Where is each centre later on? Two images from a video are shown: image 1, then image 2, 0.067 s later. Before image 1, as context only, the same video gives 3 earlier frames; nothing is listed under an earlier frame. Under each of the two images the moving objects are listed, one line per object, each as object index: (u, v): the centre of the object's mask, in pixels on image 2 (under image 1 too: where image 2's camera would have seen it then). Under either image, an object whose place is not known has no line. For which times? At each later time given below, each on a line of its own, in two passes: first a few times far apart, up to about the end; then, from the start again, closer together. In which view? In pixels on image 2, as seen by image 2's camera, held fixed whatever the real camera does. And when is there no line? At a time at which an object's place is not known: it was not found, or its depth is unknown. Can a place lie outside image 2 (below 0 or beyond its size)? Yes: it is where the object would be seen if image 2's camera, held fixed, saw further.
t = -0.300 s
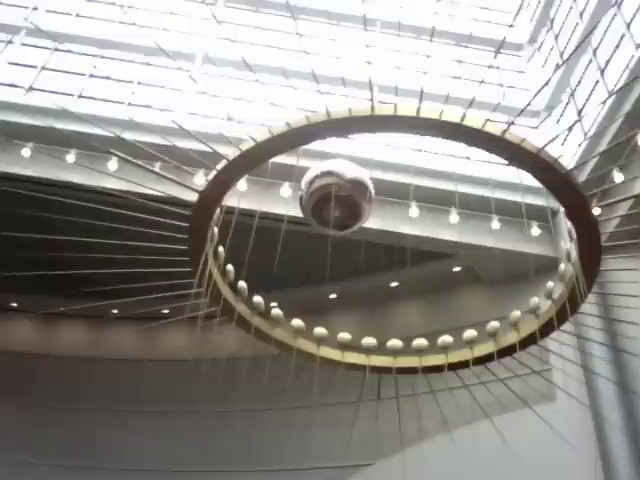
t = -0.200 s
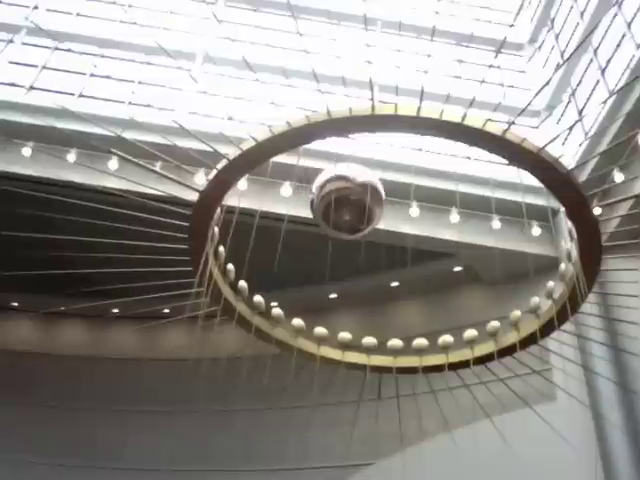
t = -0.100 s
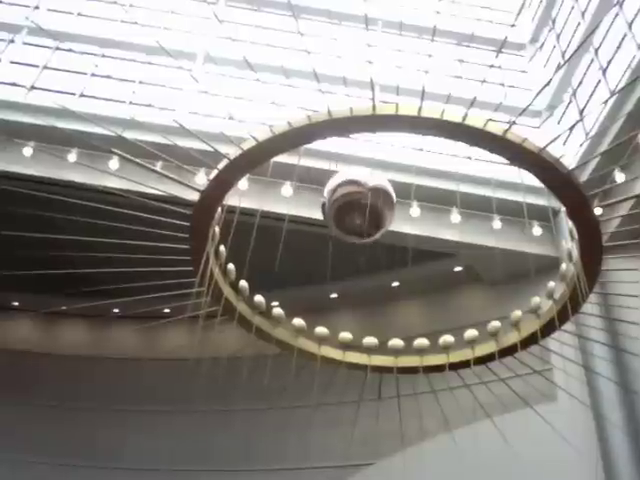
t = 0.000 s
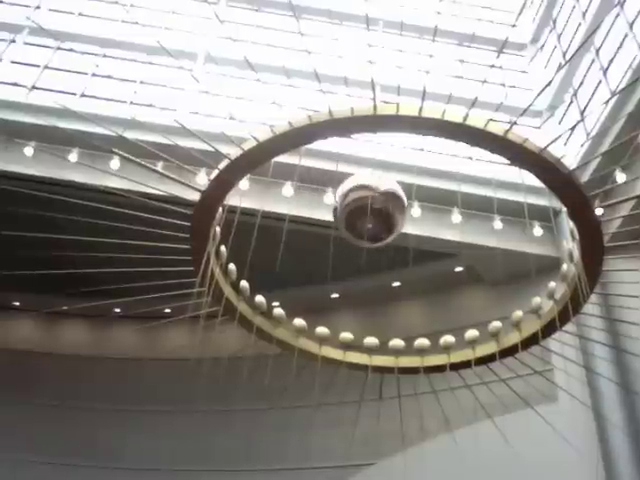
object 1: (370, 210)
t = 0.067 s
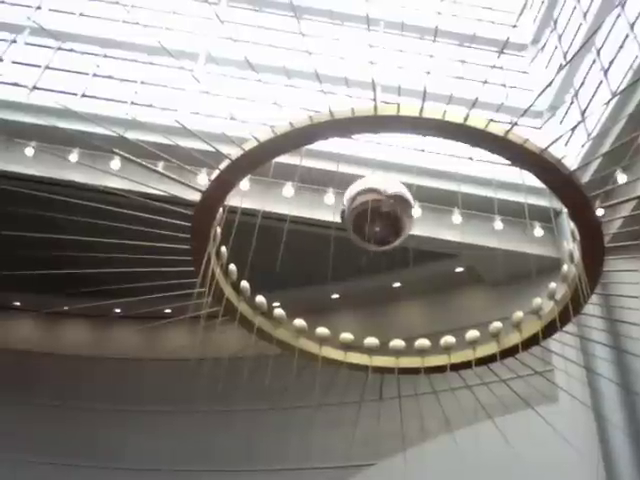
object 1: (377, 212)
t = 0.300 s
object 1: (402, 222)
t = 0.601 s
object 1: (432, 233)
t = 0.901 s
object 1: (460, 244)
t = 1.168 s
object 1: (481, 251)
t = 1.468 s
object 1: (501, 256)
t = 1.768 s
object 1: (516, 261)
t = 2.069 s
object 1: (527, 264)
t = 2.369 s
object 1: (529, 265)
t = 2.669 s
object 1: (529, 265)
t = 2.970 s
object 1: (526, 264)
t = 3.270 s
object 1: (516, 261)
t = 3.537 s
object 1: (503, 257)
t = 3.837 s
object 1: (482, 251)
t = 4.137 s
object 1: (457, 244)
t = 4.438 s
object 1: (429, 234)
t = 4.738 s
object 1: (399, 222)
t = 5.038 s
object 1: (367, 210)
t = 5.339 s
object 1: (335, 197)
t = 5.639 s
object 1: (305, 184)
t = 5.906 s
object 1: (285, 180)
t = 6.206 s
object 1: (268, 178)
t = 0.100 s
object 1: (381, 214)
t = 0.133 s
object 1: (384, 215)
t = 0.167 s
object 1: (388, 217)
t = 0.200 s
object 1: (391, 218)
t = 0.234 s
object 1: (395, 219)
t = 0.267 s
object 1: (398, 221)
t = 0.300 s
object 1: (402, 222)
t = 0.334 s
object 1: (405, 223)
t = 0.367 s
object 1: (408, 225)
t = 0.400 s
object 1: (412, 226)
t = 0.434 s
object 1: (415, 227)
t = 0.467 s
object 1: (418, 229)
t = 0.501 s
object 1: (422, 230)
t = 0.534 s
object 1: (425, 231)
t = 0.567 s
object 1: (429, 232)
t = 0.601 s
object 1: (432, 233)
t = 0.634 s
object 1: (435, 235)
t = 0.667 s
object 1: (438, 235)
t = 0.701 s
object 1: (441, 237)
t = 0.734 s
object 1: (445, 238)
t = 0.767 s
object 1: (448, 239)
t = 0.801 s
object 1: (451, 240)
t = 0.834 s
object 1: (454, 241)
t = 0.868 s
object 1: (457, 242)
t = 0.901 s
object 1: (460, 244)
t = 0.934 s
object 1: (463, 245)
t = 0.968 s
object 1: (466, 246)
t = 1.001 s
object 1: (468, 246)
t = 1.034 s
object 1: (471, 247)
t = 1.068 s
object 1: (474, 248)
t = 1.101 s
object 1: (476, 249)
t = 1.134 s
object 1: (479, 250)
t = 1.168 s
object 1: (481, 251)
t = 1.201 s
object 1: (484, 252)
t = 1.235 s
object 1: (487, 252)
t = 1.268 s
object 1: (488, 253)
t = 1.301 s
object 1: (491, 254)
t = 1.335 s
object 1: (493, 255)
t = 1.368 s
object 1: (495, 255)
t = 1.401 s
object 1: (498, 255)
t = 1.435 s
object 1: (500, 256)
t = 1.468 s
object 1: (501, 256)
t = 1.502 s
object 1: (504, 258)
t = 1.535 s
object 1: (505, 258)
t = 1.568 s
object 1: (506, 258)
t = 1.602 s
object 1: (508, 259)
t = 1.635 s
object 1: (510, 260)
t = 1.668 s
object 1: (512, 260)
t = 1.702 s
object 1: (514, 261)
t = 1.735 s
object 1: (515, 261)
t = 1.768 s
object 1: (516, 261)
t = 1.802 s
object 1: (517, 262)
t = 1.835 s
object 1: (519, 262)
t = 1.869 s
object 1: (521, 262)
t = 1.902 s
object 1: (522, 263)
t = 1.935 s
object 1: (523, 263)
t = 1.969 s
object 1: (524, 263)
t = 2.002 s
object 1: (526, 263)
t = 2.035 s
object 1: (526, 264)
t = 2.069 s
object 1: (527, 264)
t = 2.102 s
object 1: (527, 264)
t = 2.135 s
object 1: (527, 264)
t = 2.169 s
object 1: (529, 264)
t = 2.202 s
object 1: (529, 264)
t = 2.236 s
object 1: (529, 265)
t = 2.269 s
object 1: (529, 265)
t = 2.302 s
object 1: (529, 265)
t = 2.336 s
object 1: (529, 264)
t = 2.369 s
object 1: (529, 265)
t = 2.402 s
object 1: (530, 265)
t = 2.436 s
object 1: (530, 265)
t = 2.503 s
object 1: (529, 265)
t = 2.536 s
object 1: (529, 265)
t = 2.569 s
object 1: (529, 265)
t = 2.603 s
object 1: (529, 265)
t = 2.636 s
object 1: (529, 265)
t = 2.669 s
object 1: (529, 265)
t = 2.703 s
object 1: (529, 265)
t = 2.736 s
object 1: (528, 265)
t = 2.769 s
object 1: (528, 264)
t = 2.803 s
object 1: (528, 264)
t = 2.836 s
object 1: (528, 264)
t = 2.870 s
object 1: (527, 264)
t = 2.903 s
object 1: (527, 264)
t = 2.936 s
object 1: (526, 264)
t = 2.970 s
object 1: (526, 264)
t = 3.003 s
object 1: (525, 264)
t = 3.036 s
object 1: (524, 264)
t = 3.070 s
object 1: (523, 264)
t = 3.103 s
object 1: (522, 263)
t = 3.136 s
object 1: (521, 263)
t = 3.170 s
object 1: (519, 262)
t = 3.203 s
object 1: (517, 262)
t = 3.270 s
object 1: (516, 261)
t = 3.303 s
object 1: (514, 260)
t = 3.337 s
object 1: (513, 260)
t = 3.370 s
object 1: (512, 259)
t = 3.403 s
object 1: (509, 259)
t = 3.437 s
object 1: (508, 259)
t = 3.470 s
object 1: (507, 259)
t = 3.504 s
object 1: (505, 258)
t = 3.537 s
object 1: (503, 257)
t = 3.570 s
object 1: (501, 257)
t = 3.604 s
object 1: (498, 256)
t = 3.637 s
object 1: (496, 255)
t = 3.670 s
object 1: (494, 255)
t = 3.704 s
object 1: (491, 255)
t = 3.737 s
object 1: (488, 254)
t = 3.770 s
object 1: (487, 252)
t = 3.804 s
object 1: (485, 252)
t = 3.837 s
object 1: (482, 251)
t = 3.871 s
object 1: (479, 250)
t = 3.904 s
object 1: (477, 250)
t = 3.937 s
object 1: (474, 249)
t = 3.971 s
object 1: (471, 247)
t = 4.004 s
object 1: (469, 247)
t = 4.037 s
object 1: (466, 246)
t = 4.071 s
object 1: (463, 245)
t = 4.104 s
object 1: (460, 244)
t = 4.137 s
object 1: (457, 244)
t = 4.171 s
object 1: (455, 243)
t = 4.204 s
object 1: (451, 241)
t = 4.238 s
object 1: (448, 240)
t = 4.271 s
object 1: (445, 239)
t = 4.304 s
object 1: (442, 238)
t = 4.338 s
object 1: (439, 237)
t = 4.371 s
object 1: (435, 236)
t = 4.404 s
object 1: (432, 235)
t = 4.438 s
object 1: (429, 234)
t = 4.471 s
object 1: (426, 232)
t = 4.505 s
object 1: (422, 231)
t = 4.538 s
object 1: (419, 230)
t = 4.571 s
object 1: (415, 229)
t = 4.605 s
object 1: (412, 227)
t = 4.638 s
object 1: (408, 226)
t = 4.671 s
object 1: (405, 225)
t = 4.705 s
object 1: (402, 224)
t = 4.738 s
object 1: (399, 222)
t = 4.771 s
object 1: (395, 221)
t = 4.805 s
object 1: (392, 219)
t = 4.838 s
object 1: (388, 218)
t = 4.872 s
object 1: (385, 217)
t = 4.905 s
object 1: (381, 215)
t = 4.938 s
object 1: (377, 214)
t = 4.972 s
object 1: (374, 213)
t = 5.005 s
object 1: (370, 211)
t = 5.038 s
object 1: (367, 210)
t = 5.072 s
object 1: (364, 210)
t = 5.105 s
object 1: (360, 208)
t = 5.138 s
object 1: (356, 207)
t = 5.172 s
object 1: (352, 205)
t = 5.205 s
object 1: (349, 203)
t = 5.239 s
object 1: (346, 201)
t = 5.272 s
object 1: (343, 200)
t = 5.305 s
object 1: (339, 198)
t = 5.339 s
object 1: (335, 197)
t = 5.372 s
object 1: (332, 195)
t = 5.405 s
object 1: (328, 194)
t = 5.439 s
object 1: (325, 193)
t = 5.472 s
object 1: (322, 191)
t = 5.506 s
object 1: (319, 190)
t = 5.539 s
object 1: (315, 188)
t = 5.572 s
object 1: (312, 187)
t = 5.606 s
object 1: (309, 185)
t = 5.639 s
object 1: (305, 184)
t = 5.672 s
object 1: (302, 183)
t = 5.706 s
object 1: (299, 182)
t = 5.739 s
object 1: (297, 182)
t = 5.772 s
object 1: (294, 181)
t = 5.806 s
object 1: (292, 181)
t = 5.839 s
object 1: (290, 181)
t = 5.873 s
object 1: (287, 181)
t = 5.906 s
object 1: (285, 180)
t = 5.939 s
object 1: (283, 180)
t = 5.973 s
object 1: (280, 179)
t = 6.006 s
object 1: (278, 179)
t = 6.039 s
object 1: (277, 179)
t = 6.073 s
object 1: (274, 179)
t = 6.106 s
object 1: (273, 179)
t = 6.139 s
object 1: (272, 179)
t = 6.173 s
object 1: (270, 178)
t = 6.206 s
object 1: (268, 178)
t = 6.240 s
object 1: (266, 177)
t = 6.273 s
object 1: (264, 177)
